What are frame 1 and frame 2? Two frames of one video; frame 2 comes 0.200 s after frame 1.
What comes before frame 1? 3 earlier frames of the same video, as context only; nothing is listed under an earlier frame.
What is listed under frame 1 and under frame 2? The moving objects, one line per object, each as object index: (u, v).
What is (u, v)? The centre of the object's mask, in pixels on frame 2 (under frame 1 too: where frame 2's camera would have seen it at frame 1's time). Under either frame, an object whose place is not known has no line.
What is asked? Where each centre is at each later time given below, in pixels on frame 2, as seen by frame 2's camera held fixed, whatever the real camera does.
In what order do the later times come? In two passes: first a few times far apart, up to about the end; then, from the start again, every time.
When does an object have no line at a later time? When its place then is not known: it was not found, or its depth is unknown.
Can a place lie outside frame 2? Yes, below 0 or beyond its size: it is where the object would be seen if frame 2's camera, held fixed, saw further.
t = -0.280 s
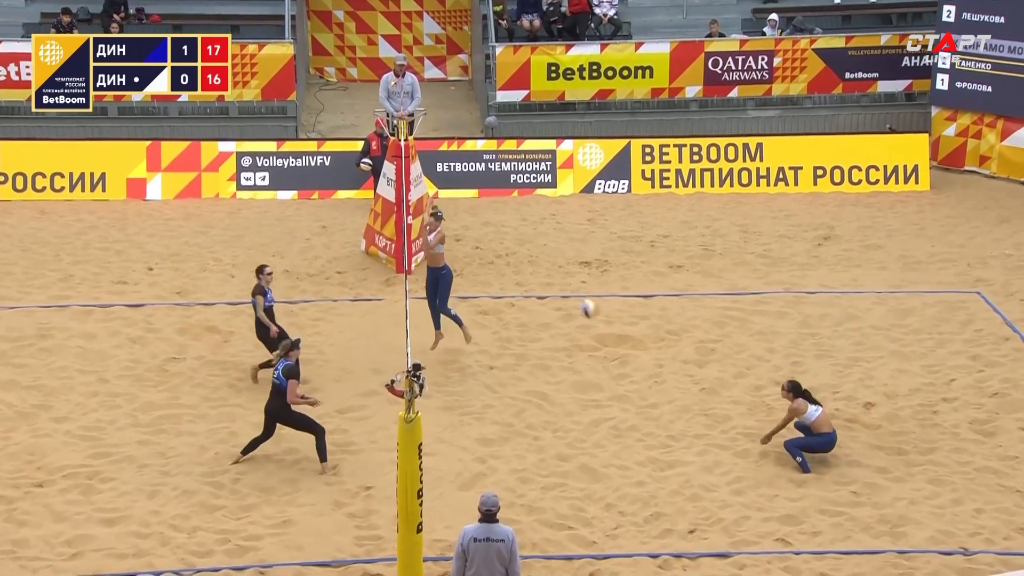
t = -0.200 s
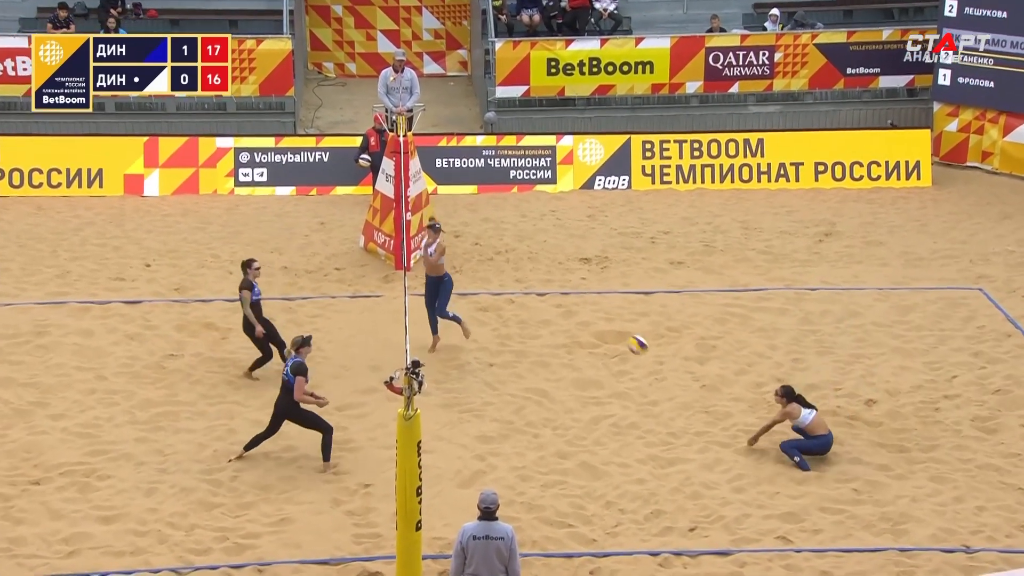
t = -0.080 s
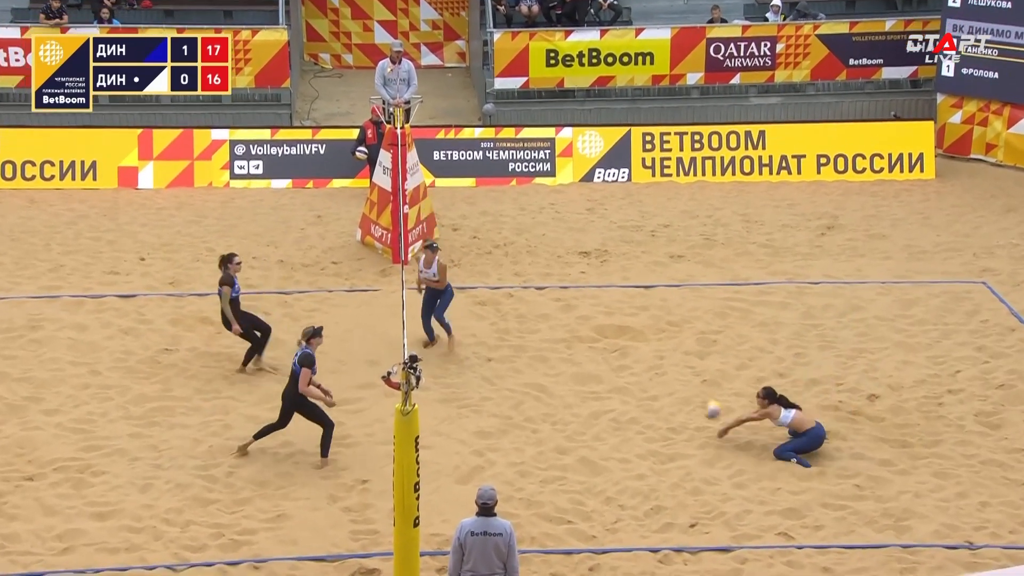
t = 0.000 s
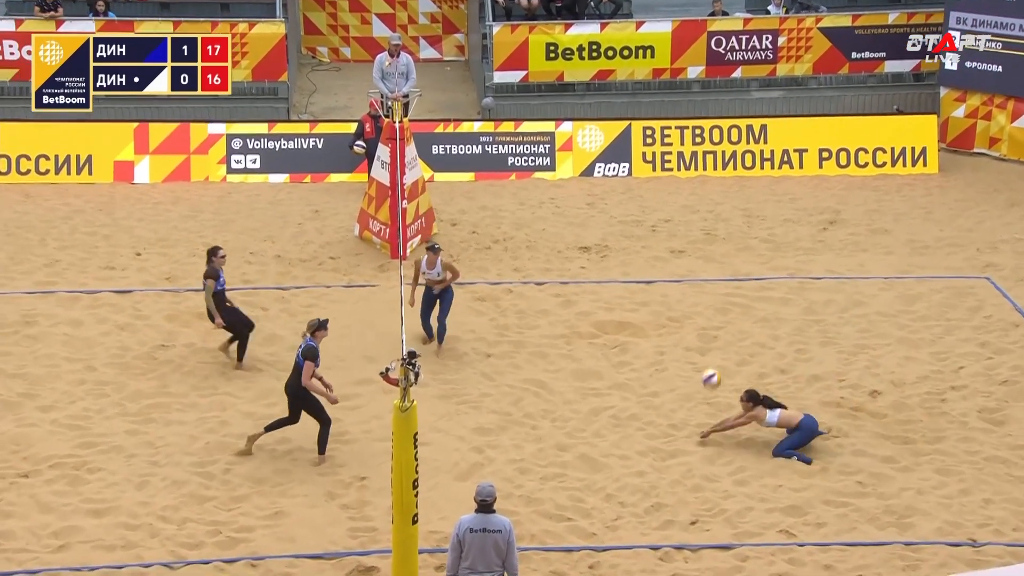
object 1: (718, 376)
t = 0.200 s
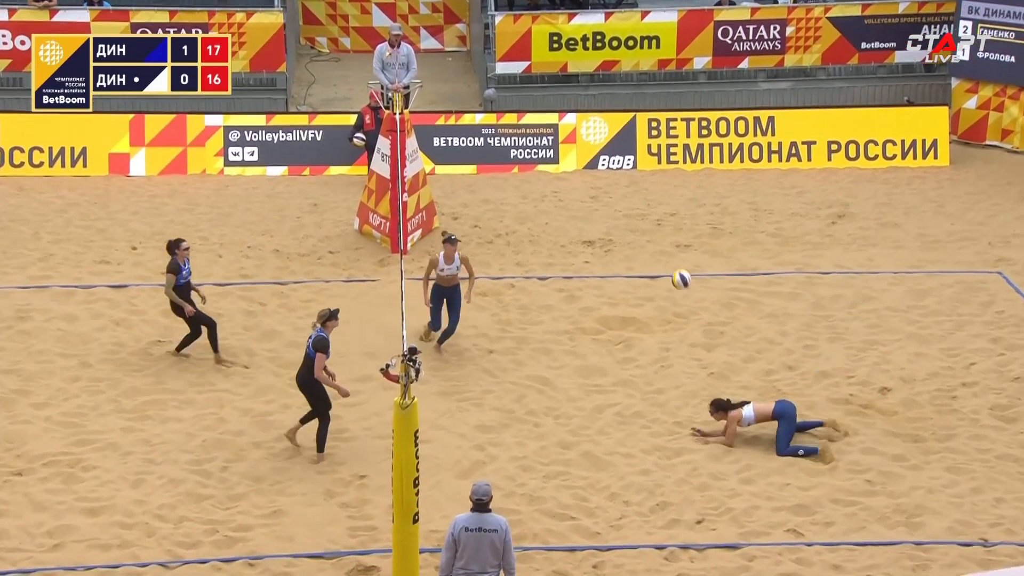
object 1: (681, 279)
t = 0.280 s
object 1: (668, 250)
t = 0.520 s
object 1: (628, 197)
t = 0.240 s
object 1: (674, 264)
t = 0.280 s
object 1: (668, 250)
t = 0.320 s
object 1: (661, 238)
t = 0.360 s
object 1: (654, 226)
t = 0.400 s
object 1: (648, 216)
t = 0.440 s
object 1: (642, 209)
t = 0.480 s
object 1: (635, 202)
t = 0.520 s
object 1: (628, 197)
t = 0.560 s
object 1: (623, 193)
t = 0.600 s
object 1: (616, 190)
